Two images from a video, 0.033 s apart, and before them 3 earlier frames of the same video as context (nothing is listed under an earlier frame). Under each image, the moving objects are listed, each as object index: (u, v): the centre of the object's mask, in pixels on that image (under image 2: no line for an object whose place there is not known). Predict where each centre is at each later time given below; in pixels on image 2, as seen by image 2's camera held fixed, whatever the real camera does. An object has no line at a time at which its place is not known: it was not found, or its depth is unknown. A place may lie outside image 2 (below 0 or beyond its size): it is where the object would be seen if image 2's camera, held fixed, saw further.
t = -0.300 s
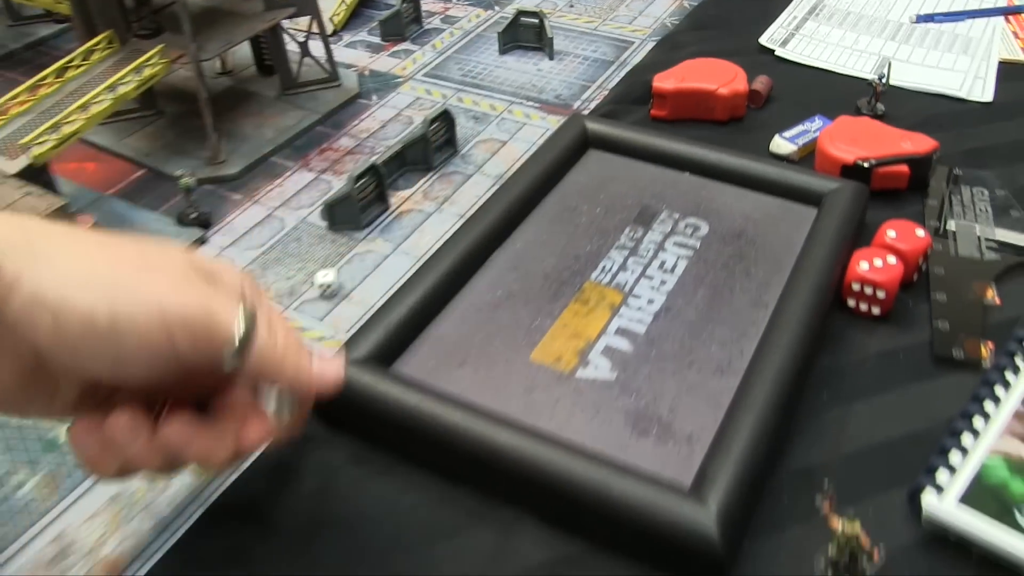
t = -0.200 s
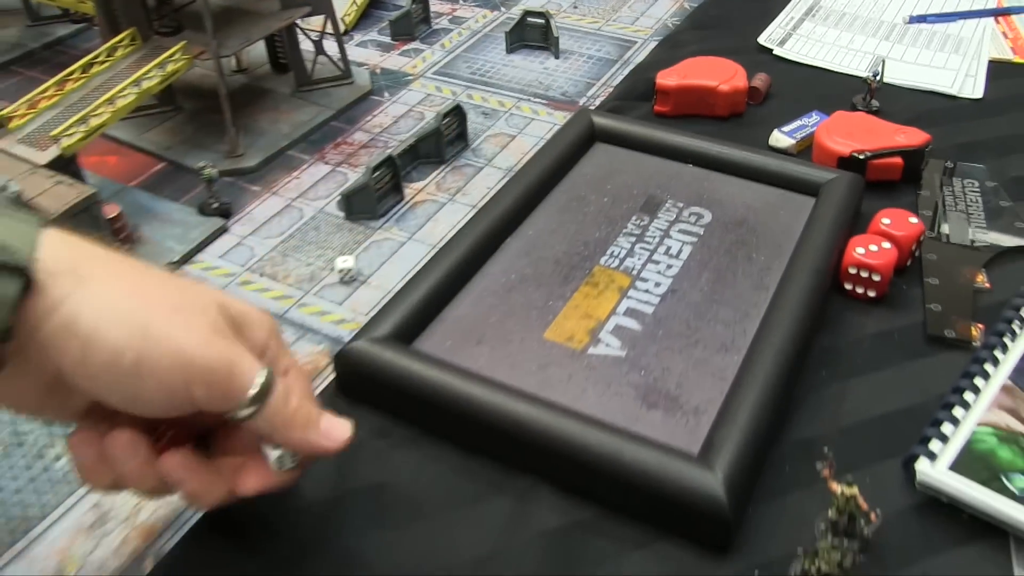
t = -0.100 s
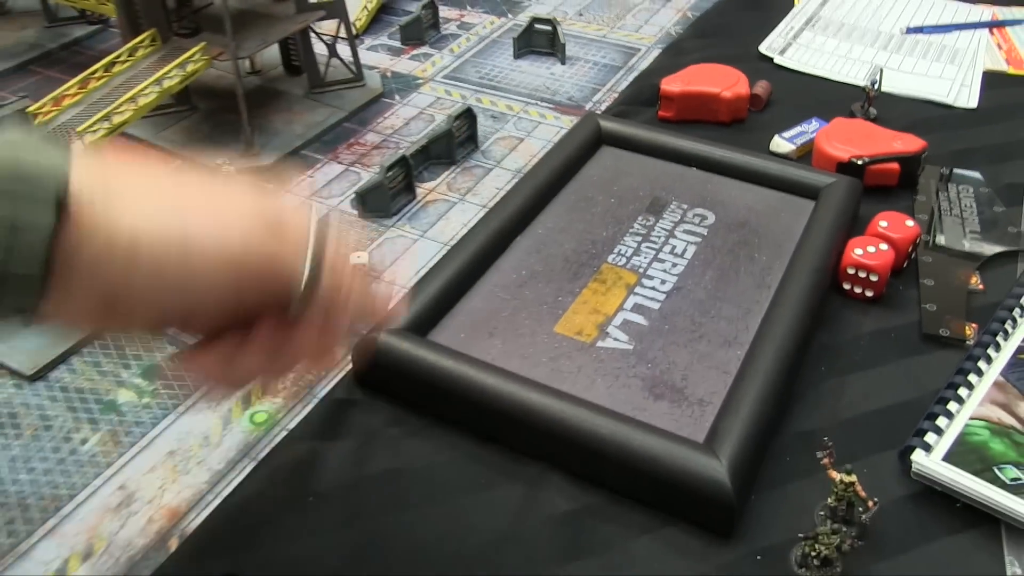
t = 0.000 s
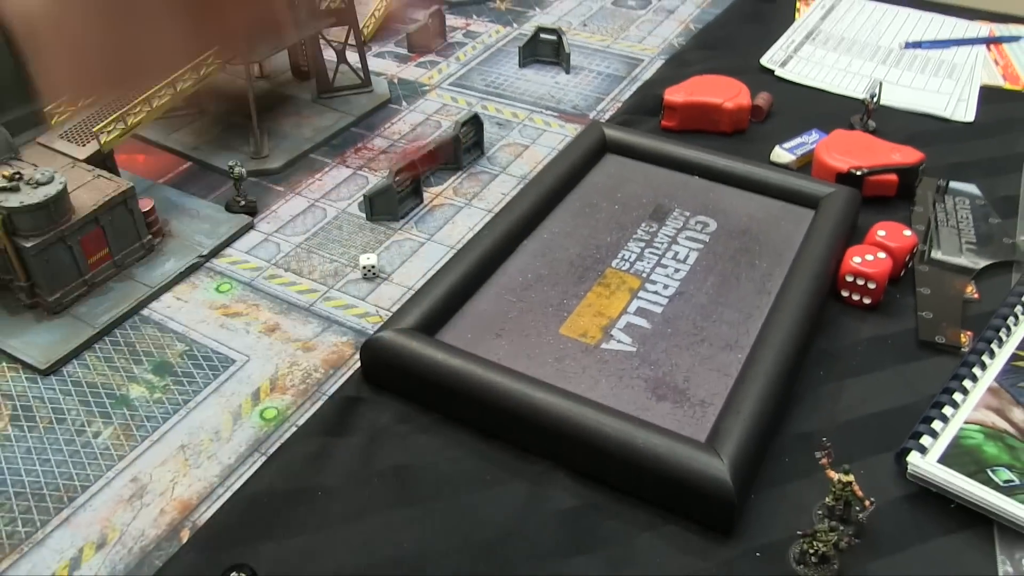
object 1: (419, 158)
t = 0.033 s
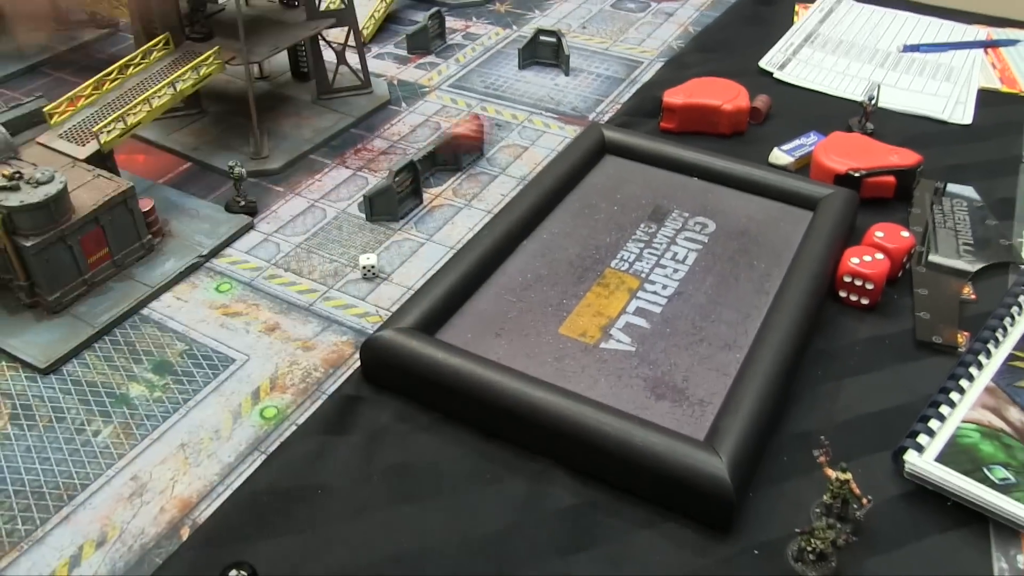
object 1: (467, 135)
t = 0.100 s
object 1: (573, 157)
